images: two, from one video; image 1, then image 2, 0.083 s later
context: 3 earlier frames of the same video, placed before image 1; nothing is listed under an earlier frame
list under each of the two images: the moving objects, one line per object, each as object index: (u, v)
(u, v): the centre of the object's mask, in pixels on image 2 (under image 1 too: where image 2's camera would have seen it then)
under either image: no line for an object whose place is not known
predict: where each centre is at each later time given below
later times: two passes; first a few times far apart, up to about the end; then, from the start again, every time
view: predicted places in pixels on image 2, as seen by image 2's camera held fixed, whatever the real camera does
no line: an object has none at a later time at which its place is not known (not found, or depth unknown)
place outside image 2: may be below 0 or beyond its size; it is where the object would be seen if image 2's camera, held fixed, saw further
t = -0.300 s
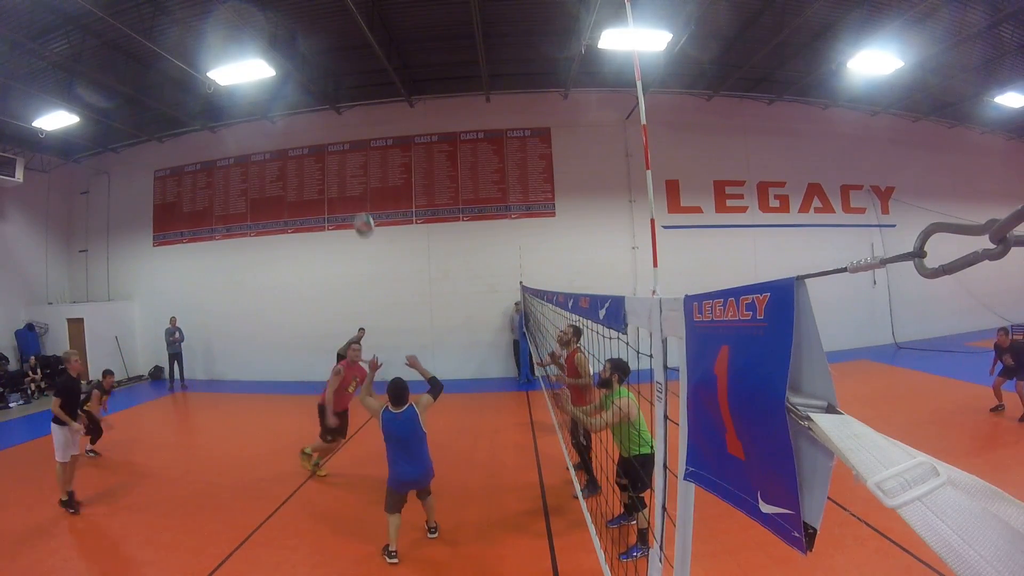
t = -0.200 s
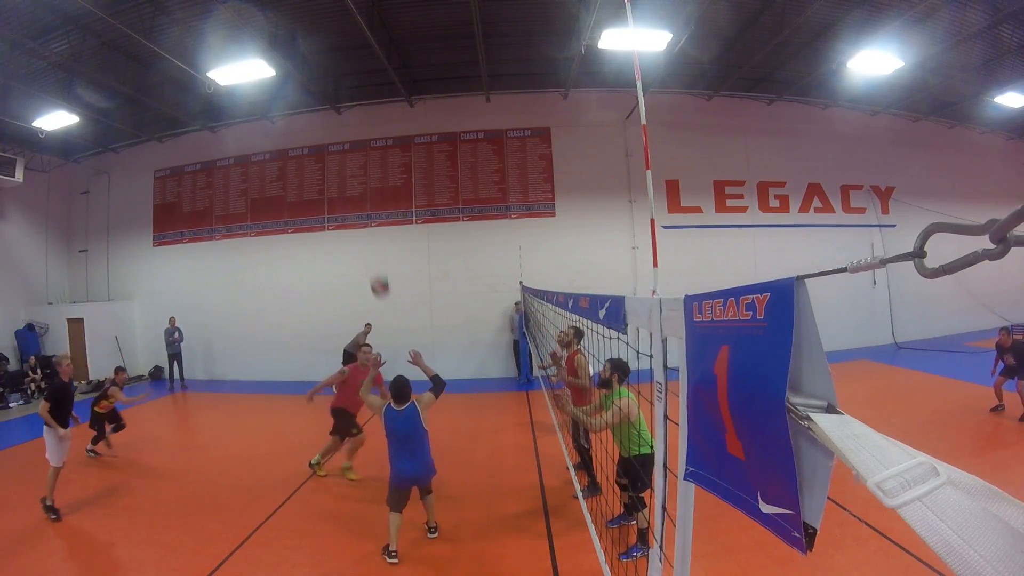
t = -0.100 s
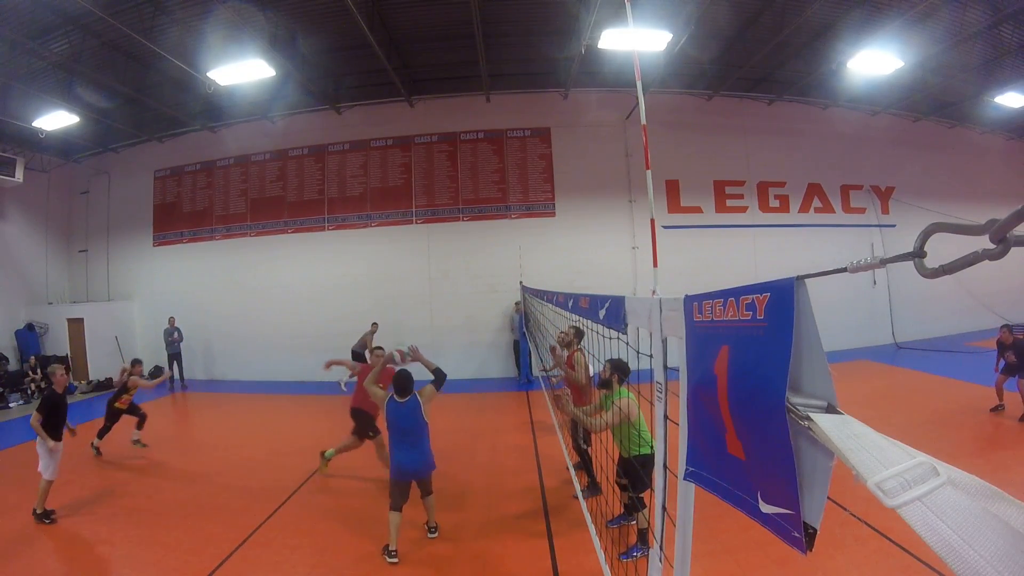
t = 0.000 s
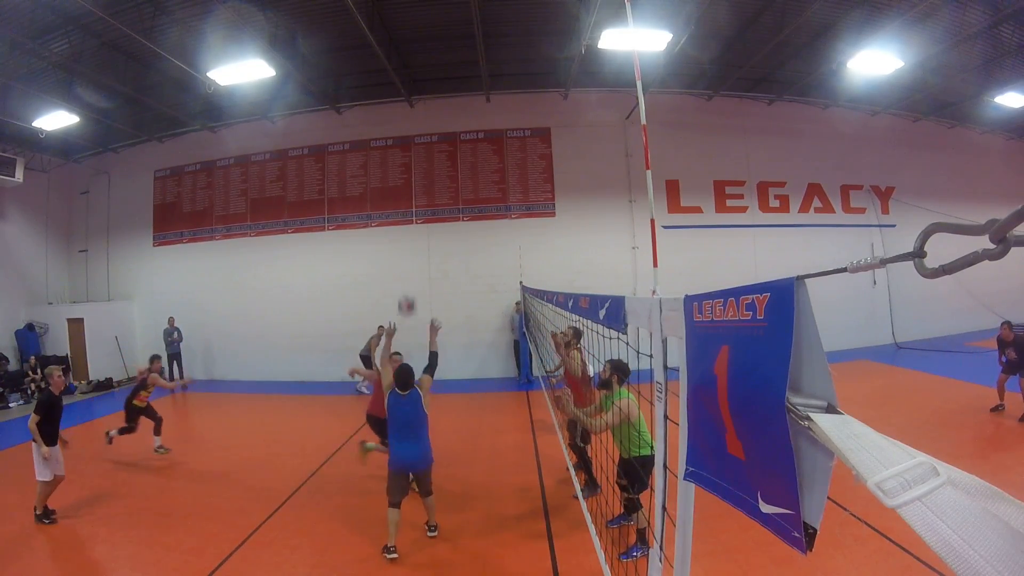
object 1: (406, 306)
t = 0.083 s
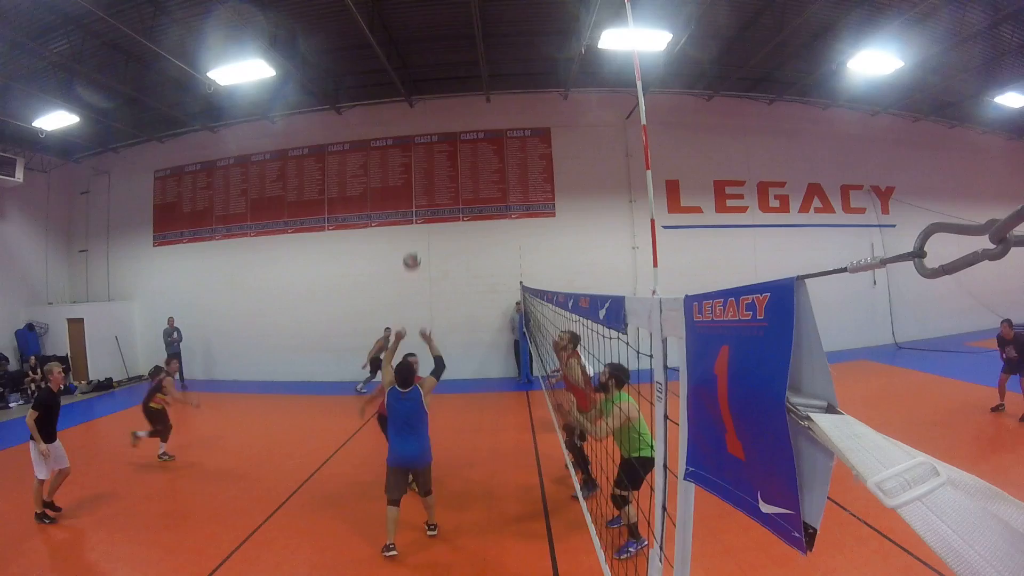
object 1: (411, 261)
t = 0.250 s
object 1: (421, 209)
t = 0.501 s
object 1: (432, 188)
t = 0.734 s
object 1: (441, 203)
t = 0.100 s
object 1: (412, 254)
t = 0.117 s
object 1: (413, 247)
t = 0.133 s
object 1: (415, 241)
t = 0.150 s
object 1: (415, 236)
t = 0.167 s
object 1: (417, 230)
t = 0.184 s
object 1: (417, 225)
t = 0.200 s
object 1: (418, 220)
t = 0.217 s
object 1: (419, 216)
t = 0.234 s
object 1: (420, 213)
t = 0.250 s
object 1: (421, 209)
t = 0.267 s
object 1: (421, 207)
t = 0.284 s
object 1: (423, 204)
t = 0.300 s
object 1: (423, 201)
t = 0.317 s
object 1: (424, 198)
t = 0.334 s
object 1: (425, 197)
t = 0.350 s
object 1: (426, 194)
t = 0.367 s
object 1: (427, 193)
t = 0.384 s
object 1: (427, 192)
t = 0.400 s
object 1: (428, 191)
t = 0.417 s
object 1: (429, 189)
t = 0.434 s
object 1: (430, 189)
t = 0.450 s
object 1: (430, 188)
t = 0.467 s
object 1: (431, 188)
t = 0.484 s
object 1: (432, 188)
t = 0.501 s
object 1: (432, 188)
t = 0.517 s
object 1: (433, 188)
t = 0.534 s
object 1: (434, 188)
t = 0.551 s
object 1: (434, 189)
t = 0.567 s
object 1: (435, 189)
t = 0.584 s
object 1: (436, 190)
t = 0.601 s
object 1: (436, 191)
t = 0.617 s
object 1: (437, 192)
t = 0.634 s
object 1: (438, 193)
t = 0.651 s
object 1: (438, 194)
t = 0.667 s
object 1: (439, 196)
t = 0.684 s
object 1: (440, 198)
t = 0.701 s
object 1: (440, 199)
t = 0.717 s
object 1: (441, 201)
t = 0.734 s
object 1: (441, 203)
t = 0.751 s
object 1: (442, 205)
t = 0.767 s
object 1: (443, 207)
